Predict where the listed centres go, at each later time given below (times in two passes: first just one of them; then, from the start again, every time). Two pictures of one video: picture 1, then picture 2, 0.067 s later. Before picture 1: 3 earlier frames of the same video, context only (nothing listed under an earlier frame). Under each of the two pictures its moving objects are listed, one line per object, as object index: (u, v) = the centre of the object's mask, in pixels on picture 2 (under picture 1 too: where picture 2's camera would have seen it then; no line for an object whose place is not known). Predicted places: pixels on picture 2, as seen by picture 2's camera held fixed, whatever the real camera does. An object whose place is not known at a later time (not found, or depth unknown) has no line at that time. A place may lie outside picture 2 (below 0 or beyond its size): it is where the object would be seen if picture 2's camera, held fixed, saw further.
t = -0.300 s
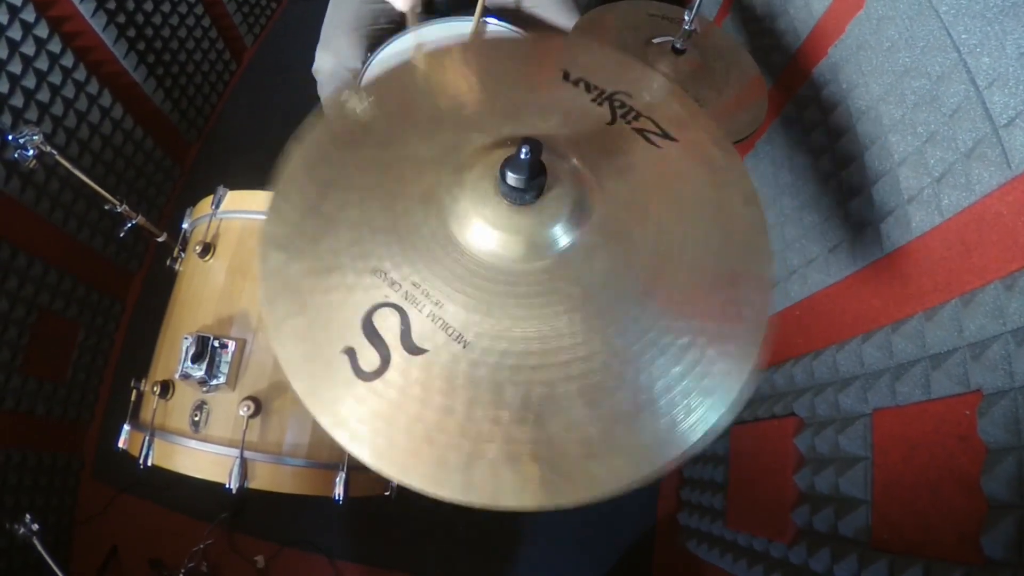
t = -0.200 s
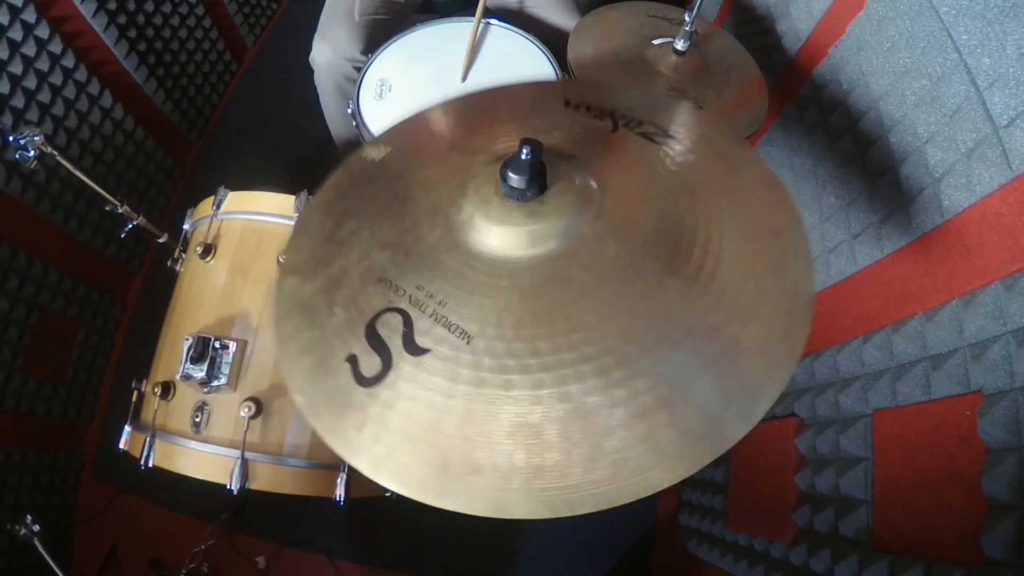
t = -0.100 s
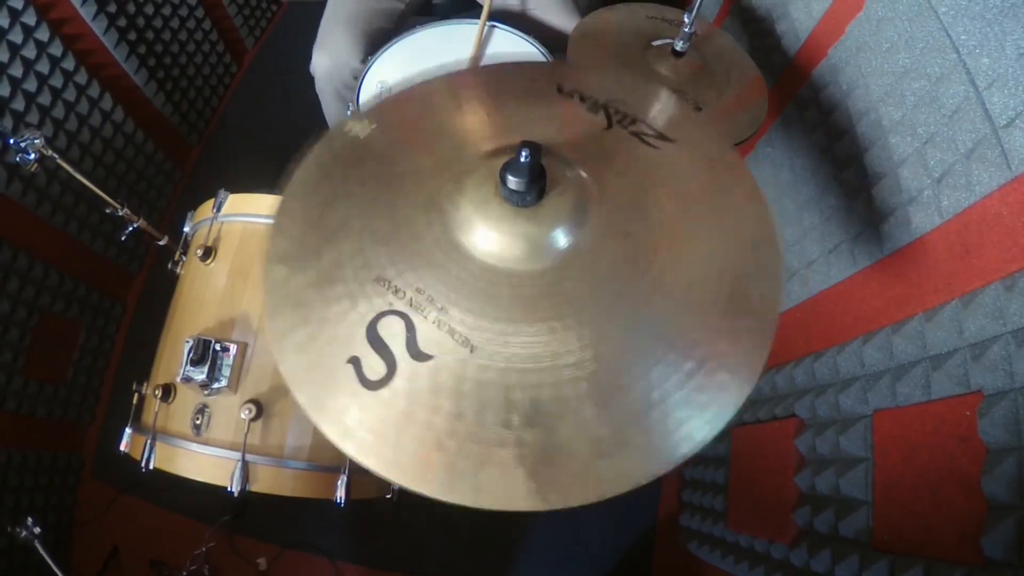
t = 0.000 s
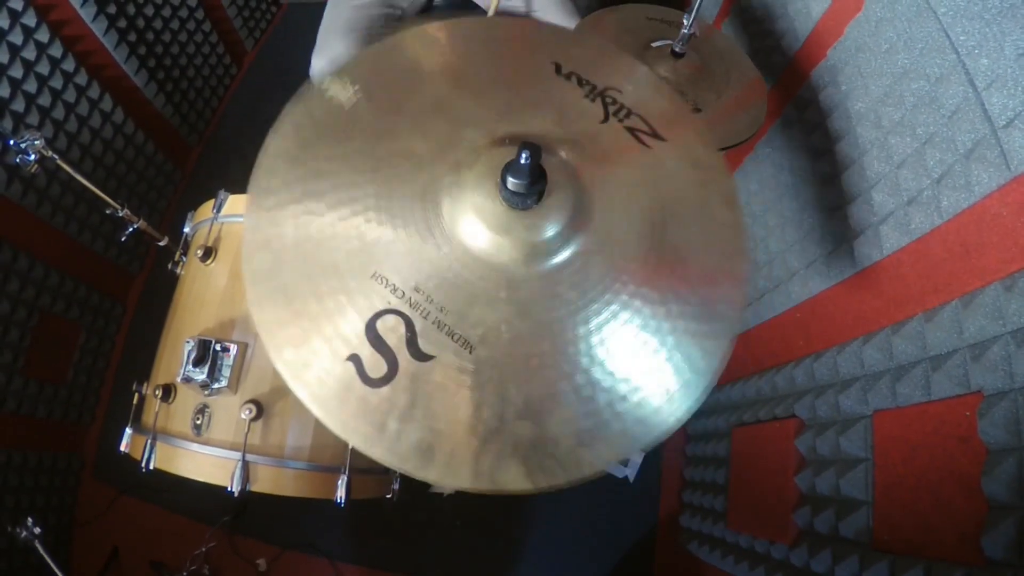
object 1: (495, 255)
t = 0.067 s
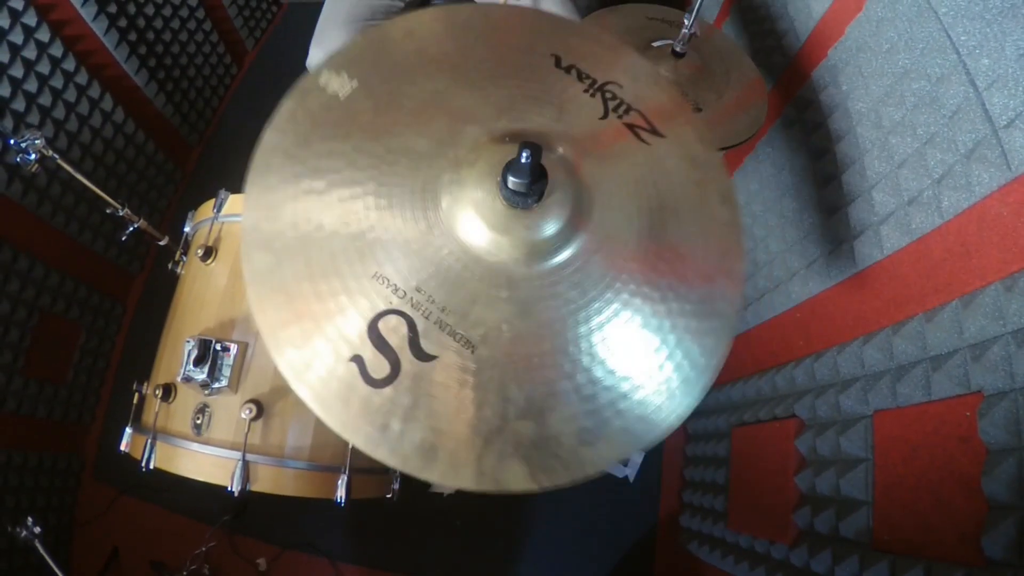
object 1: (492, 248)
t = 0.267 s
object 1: (531, 287)
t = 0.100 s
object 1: (496, 254)
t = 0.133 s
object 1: (503, 261)
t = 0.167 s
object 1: (511, 268)
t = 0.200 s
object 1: (519, 274)
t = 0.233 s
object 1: (525, 281)
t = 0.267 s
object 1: (531, 287)
